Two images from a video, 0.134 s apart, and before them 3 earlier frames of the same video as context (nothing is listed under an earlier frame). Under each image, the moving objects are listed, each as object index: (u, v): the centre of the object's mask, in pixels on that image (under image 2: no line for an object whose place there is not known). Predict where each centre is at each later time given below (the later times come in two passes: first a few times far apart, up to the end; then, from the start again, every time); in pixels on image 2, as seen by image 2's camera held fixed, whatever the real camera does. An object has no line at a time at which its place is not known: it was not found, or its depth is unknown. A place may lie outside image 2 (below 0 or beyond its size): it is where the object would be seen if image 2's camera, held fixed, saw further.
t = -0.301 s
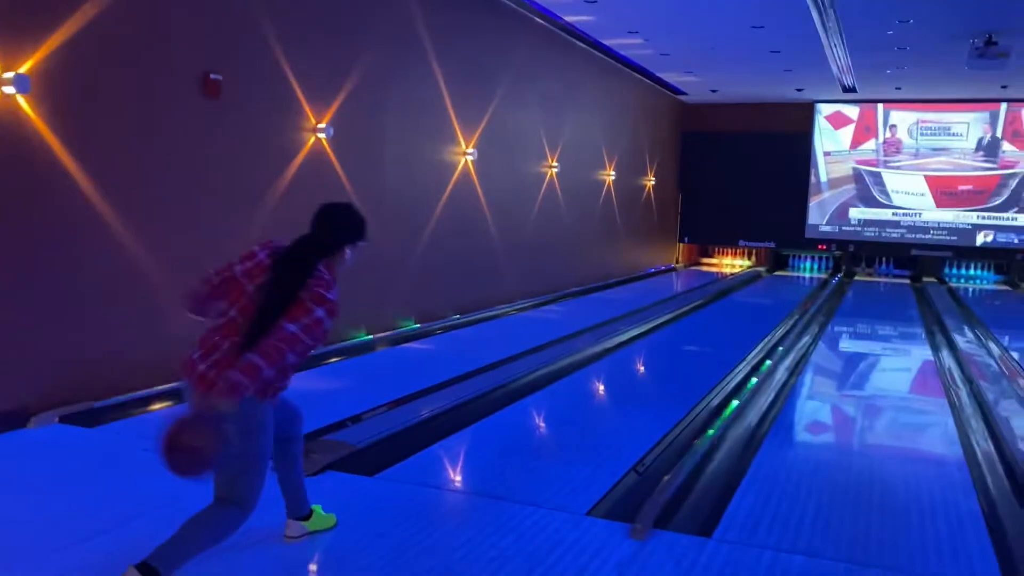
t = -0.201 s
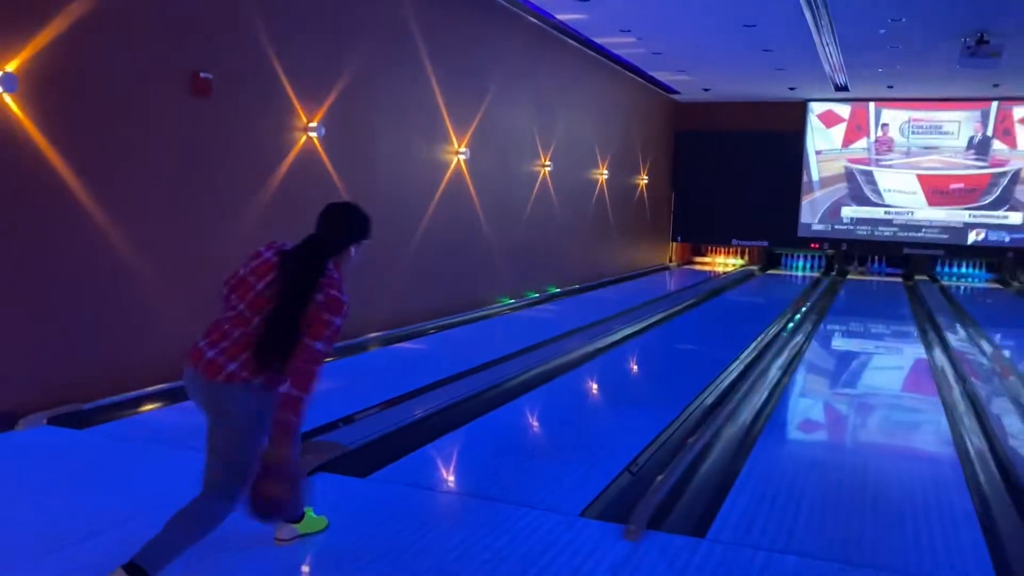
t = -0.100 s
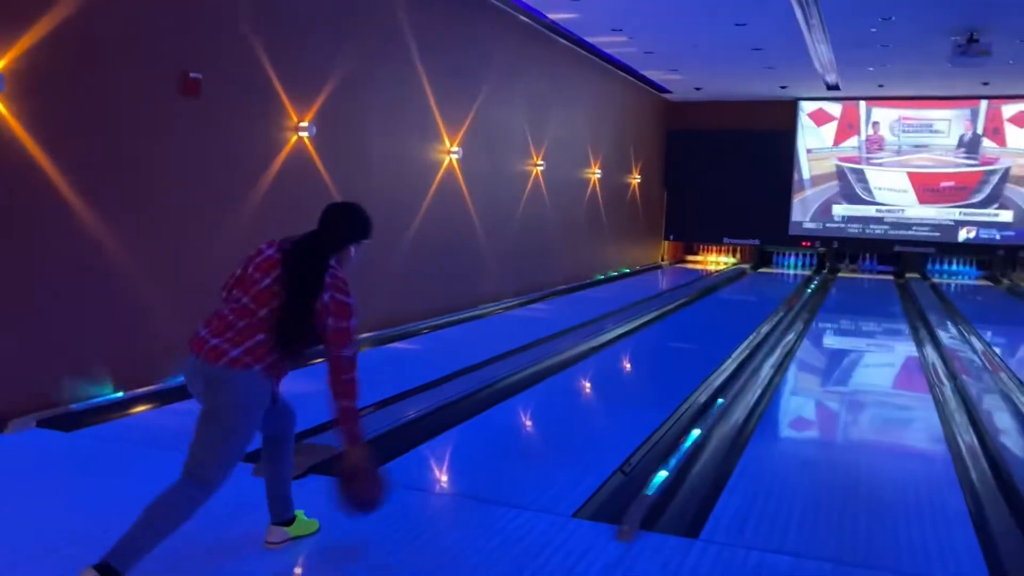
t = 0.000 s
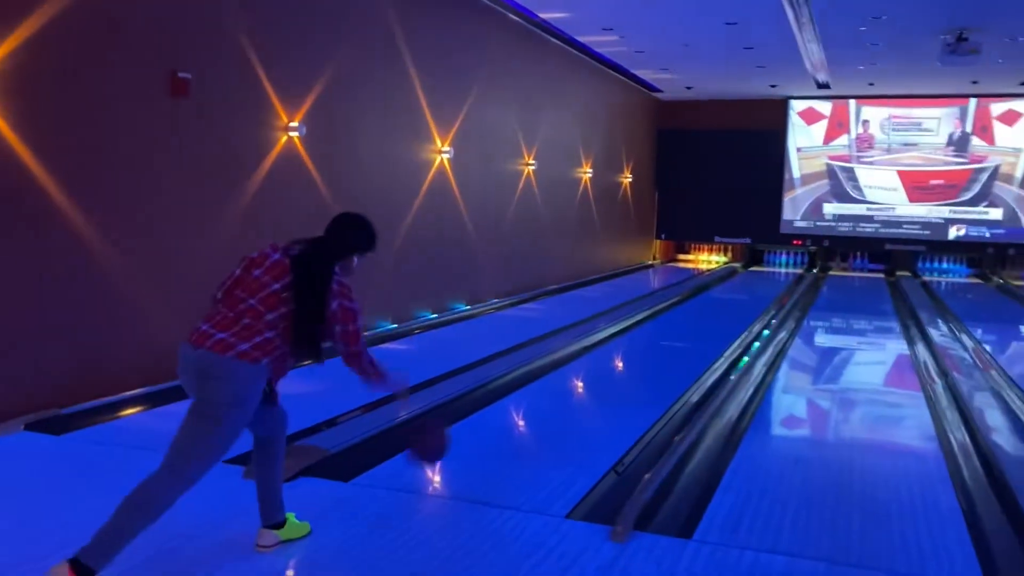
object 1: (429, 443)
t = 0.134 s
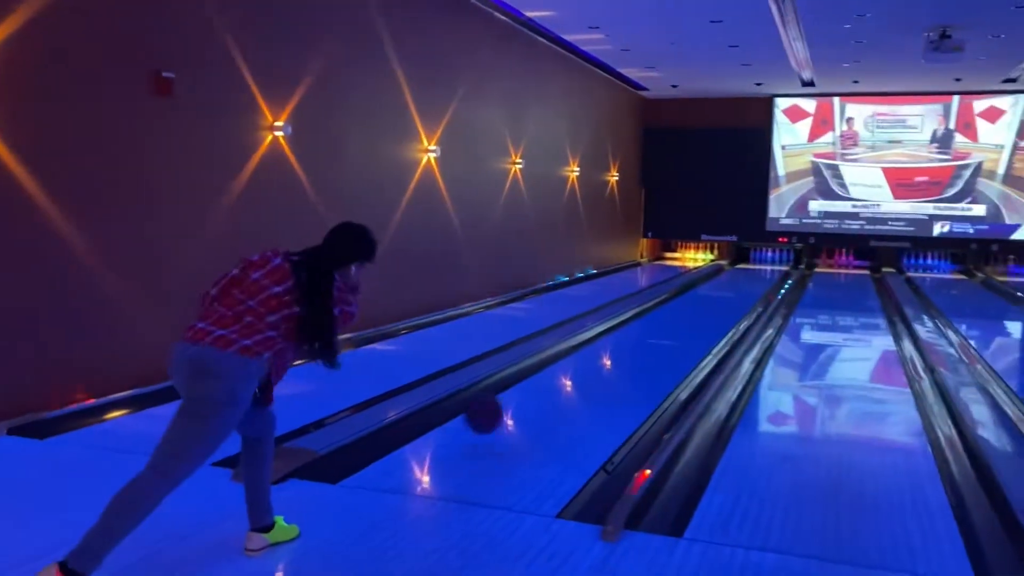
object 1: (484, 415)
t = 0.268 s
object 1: (531, 402)
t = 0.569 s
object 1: (598, 357)
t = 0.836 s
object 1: (634, 333)
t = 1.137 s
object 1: (662, 314)
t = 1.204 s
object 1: (666, 311)
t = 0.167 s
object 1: (497, 413)
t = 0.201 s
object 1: (509, 415)
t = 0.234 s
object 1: (520, 409)
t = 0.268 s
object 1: (531, 402)
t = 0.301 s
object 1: (540, 396)
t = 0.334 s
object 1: (550, 390)
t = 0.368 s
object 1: (558, 384)
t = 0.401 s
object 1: (566, 379)
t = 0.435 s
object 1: (573, 374)
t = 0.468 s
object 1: (580, 369)
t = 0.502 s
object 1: (587, 365)
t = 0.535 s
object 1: (593, 361)
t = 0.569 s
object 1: (598, 357)
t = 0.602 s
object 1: (604, 353)
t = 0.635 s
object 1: (609, 350)
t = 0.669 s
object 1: (614, 347)
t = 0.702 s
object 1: (619, 343)
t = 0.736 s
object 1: (623, 341)
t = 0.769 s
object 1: (627, 338)
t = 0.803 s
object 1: (631, 335)
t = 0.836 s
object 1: (634, 333)
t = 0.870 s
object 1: (638, 330)
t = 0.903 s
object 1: (642, 328)
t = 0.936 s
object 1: (645, 326)
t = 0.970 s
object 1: (648, 324)
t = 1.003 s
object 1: (651, 321)
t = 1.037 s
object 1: (654, 319)
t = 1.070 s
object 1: (657, 318)
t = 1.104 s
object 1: (660, 316)
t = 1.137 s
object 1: (662, 314)
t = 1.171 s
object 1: (664, 312)
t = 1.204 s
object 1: (666, 311)
